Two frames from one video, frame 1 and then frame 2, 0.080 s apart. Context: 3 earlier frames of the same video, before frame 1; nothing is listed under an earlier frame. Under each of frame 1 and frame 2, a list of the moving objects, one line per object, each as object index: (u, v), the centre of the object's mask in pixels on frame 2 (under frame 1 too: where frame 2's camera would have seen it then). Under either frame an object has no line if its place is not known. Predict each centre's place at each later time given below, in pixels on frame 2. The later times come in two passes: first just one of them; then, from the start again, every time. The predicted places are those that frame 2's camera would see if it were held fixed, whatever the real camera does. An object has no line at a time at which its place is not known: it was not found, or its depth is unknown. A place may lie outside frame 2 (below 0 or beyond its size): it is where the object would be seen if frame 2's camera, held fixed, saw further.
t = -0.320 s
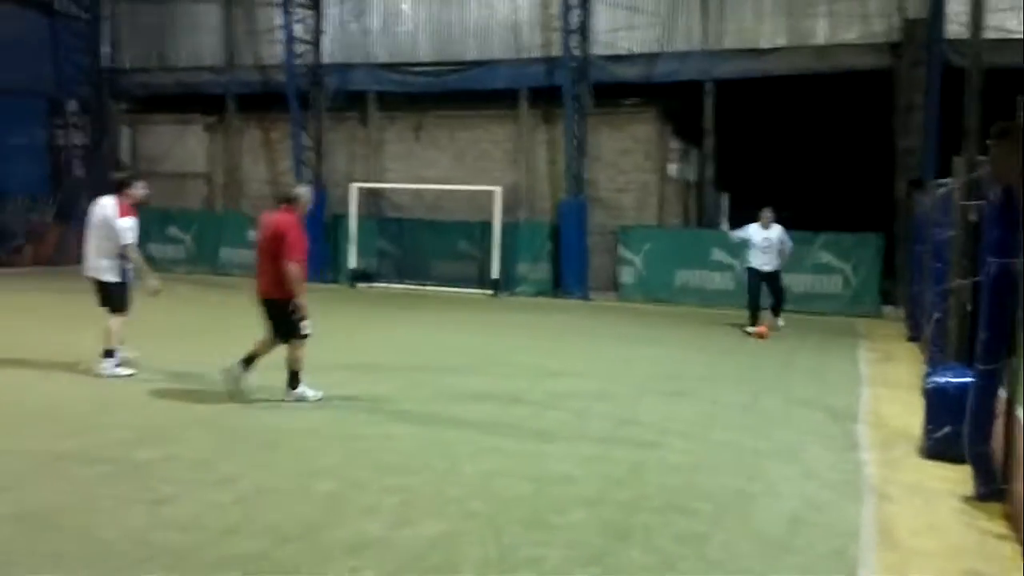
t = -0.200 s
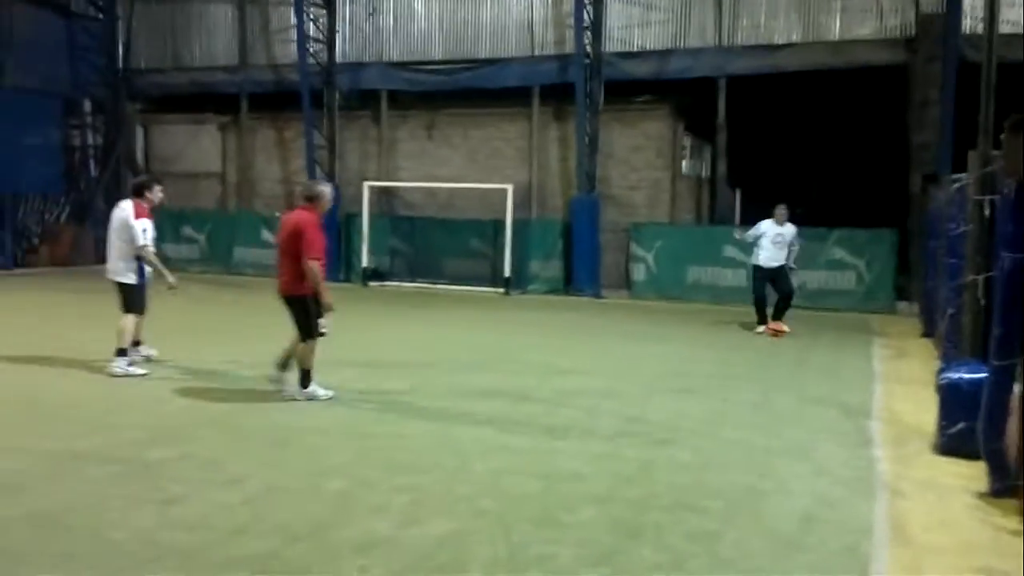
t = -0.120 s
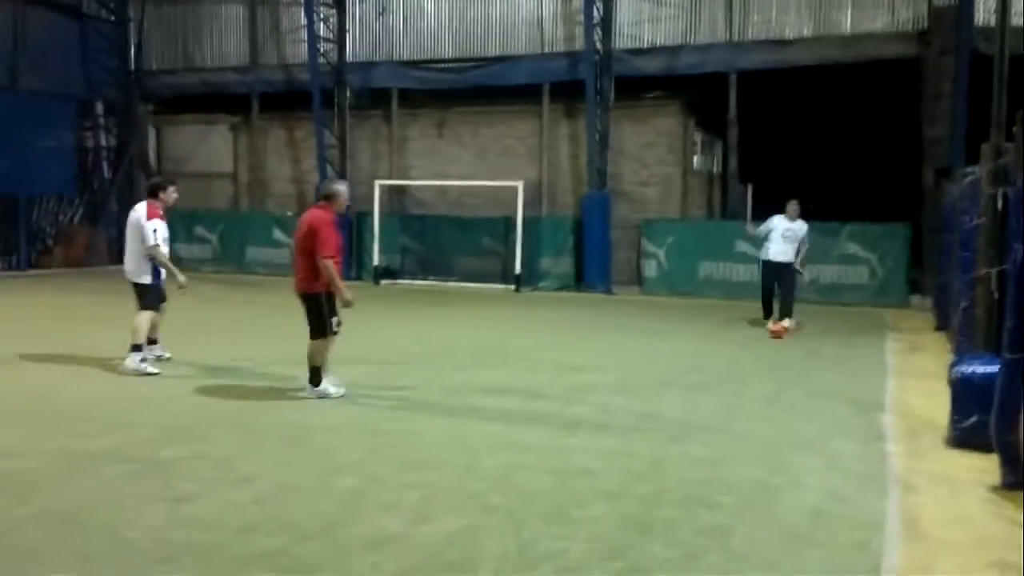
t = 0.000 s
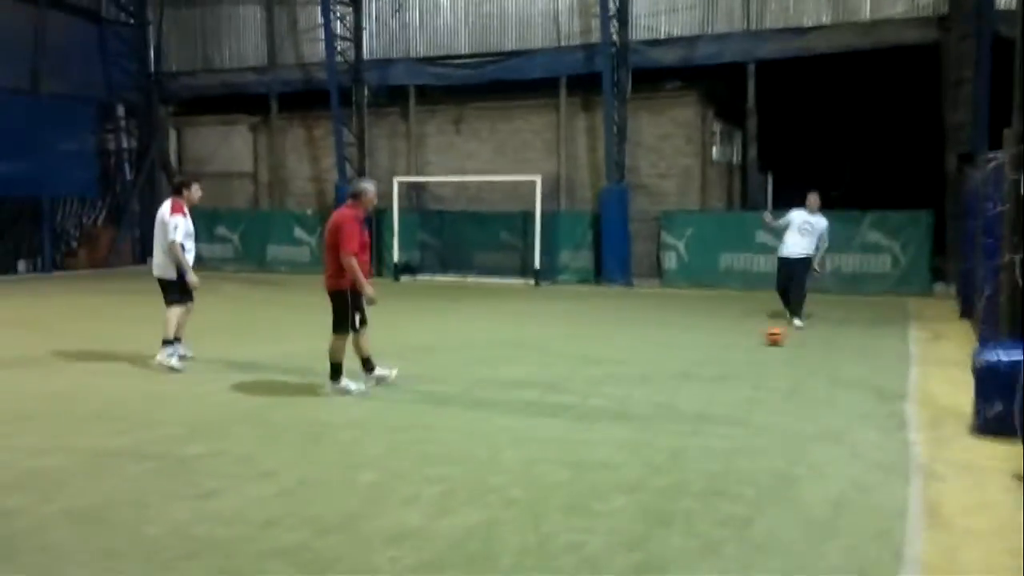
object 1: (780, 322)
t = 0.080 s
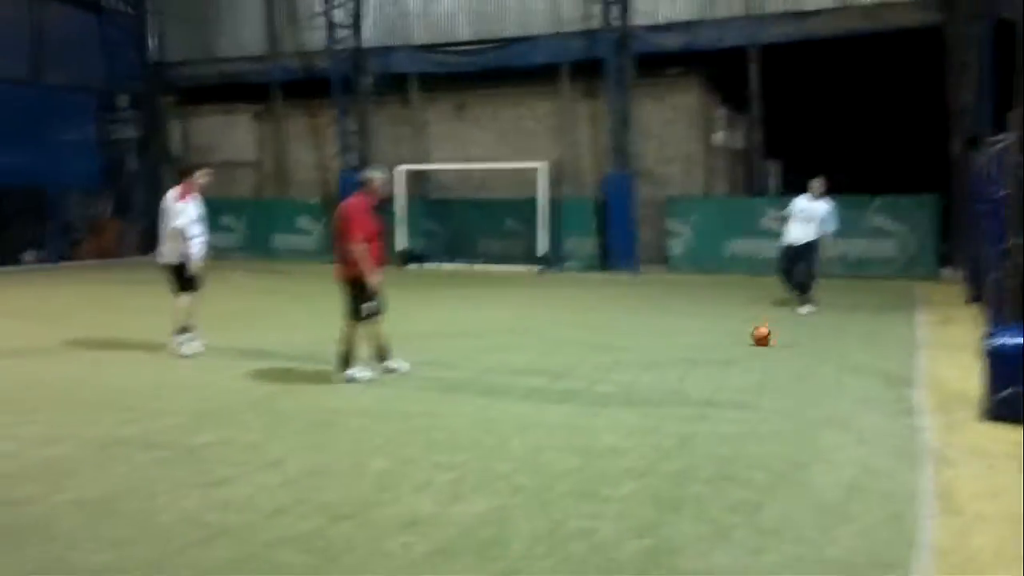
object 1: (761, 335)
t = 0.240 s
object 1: (709, 365)
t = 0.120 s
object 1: (750, 342)
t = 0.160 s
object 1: (738, 350)
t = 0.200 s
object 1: (724, 358)
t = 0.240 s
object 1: (709, 365)
